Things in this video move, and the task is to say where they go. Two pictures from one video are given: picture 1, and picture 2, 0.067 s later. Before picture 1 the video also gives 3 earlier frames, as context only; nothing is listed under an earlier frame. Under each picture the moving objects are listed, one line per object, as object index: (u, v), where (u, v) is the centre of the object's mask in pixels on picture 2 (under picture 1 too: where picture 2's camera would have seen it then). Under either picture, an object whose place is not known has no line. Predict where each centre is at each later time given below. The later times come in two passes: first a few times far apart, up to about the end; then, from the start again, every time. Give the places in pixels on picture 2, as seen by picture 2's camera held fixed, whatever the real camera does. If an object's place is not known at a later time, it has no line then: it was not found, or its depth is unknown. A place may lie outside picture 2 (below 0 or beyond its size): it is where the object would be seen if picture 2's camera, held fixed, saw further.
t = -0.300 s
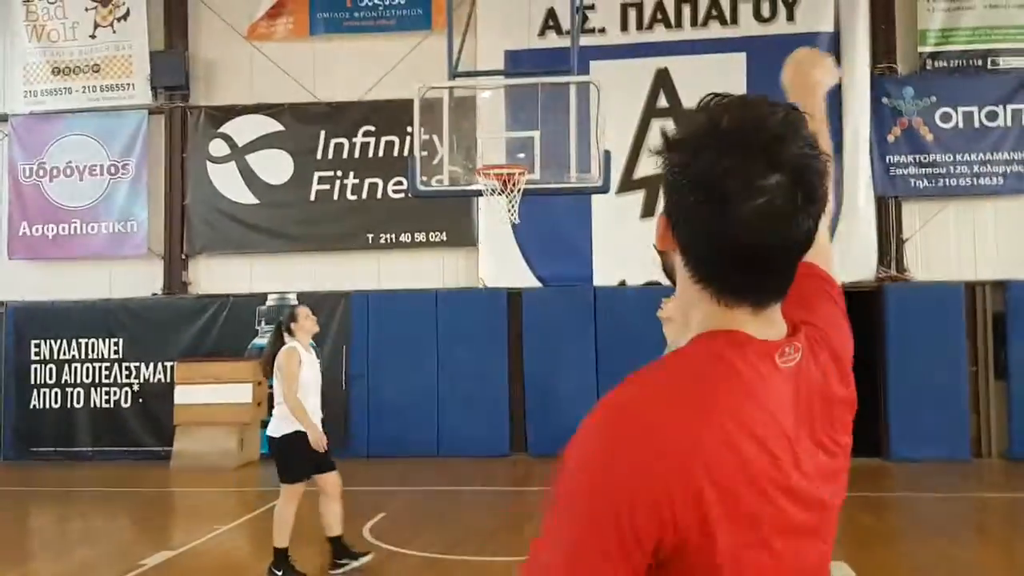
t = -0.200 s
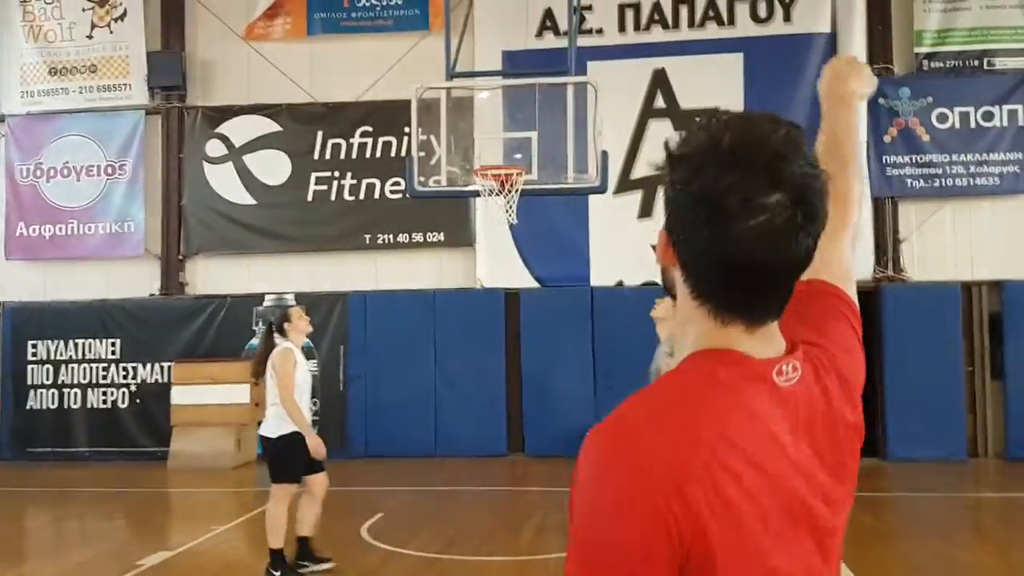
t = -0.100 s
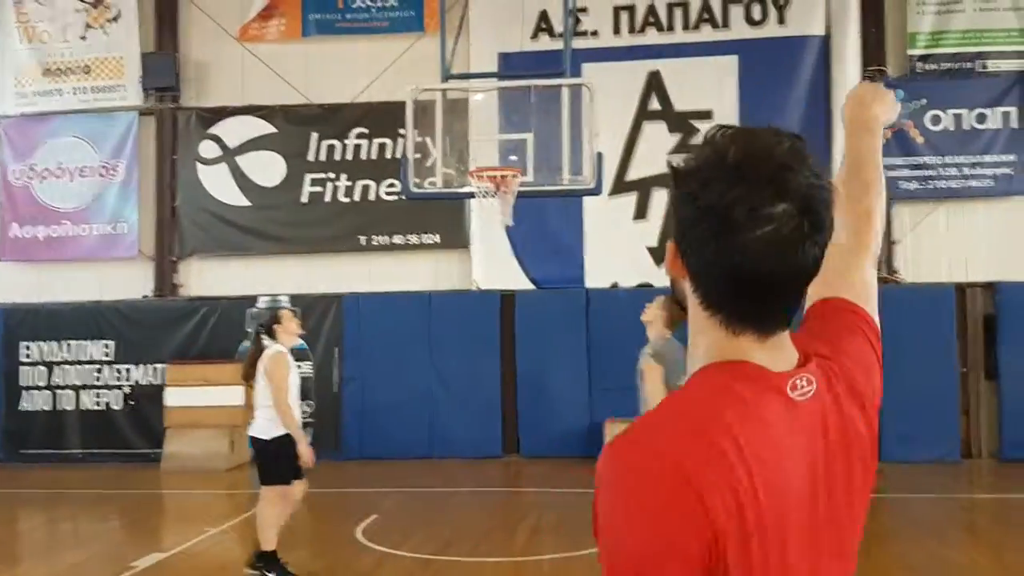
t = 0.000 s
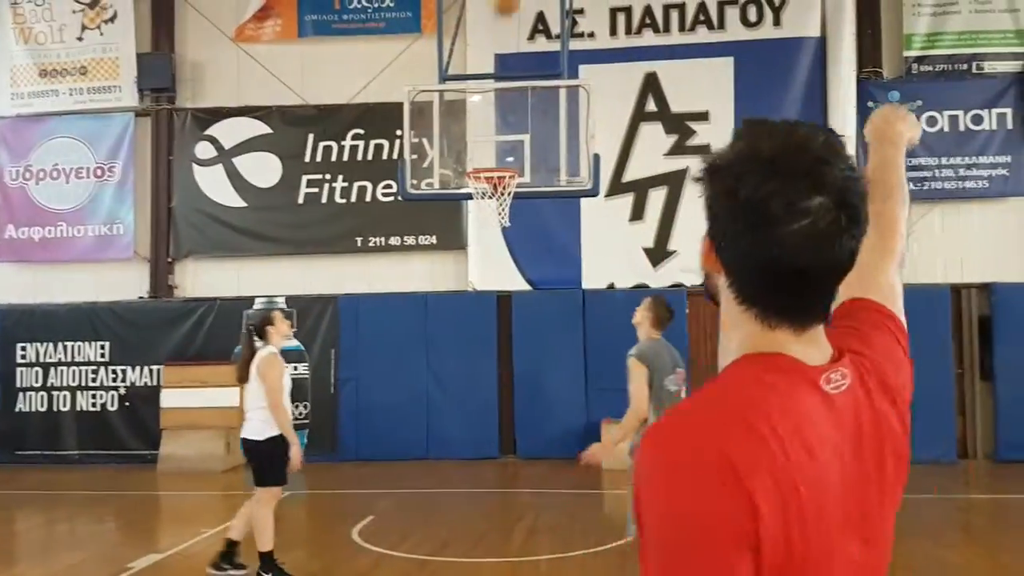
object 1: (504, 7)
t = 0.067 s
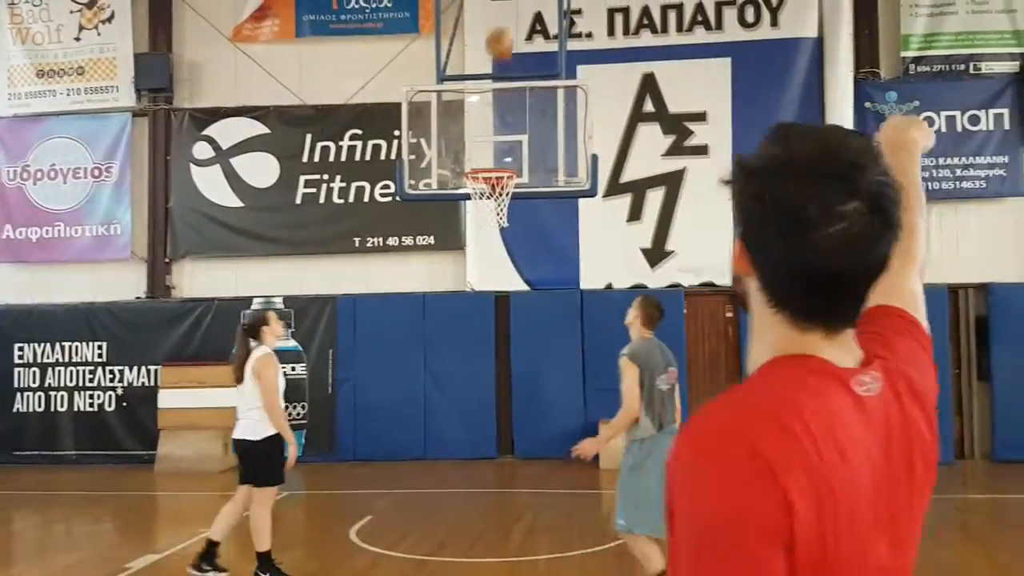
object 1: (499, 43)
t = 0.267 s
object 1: (493, 182)
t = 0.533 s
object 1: (481, 235)
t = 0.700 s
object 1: (476, 295)
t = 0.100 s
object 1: (499, 66)
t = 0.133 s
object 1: (497, 87)
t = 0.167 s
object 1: (496, 112)
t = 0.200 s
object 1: (493, 133)
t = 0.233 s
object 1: (491, 155)
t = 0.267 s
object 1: (493, 182)
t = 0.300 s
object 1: (488, 196)
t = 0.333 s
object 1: (489, 201)
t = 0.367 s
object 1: (486, 207)
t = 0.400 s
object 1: (487, 208)
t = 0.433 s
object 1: (485, 213)
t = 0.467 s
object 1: (484, 219)
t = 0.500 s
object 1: (483, 226)
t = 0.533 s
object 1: (481, 235)
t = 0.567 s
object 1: (480, 245)
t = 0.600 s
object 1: (479, 256)
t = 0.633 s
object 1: (478, 268)
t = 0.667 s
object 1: (477, 281)
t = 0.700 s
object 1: (476, 295)
